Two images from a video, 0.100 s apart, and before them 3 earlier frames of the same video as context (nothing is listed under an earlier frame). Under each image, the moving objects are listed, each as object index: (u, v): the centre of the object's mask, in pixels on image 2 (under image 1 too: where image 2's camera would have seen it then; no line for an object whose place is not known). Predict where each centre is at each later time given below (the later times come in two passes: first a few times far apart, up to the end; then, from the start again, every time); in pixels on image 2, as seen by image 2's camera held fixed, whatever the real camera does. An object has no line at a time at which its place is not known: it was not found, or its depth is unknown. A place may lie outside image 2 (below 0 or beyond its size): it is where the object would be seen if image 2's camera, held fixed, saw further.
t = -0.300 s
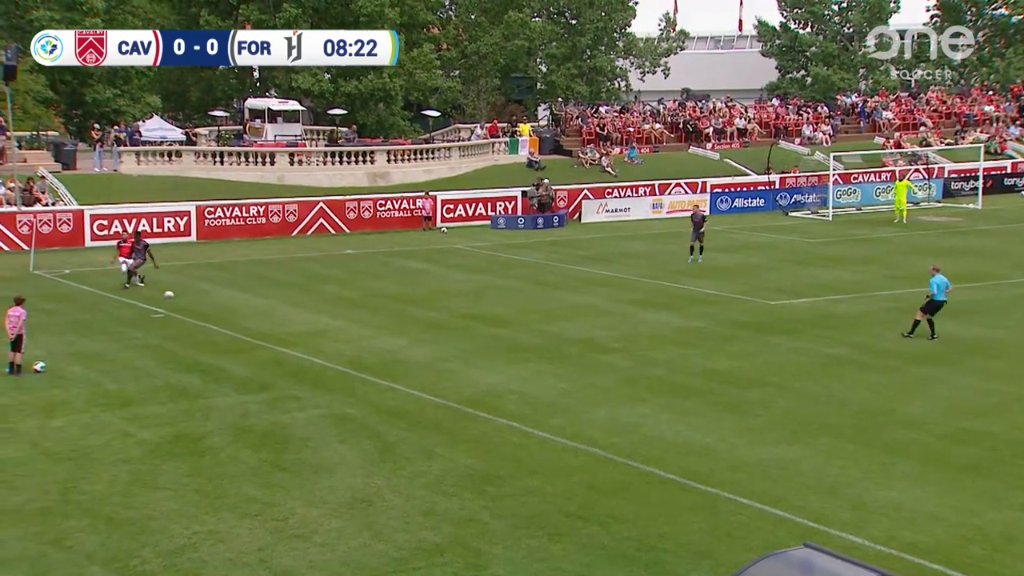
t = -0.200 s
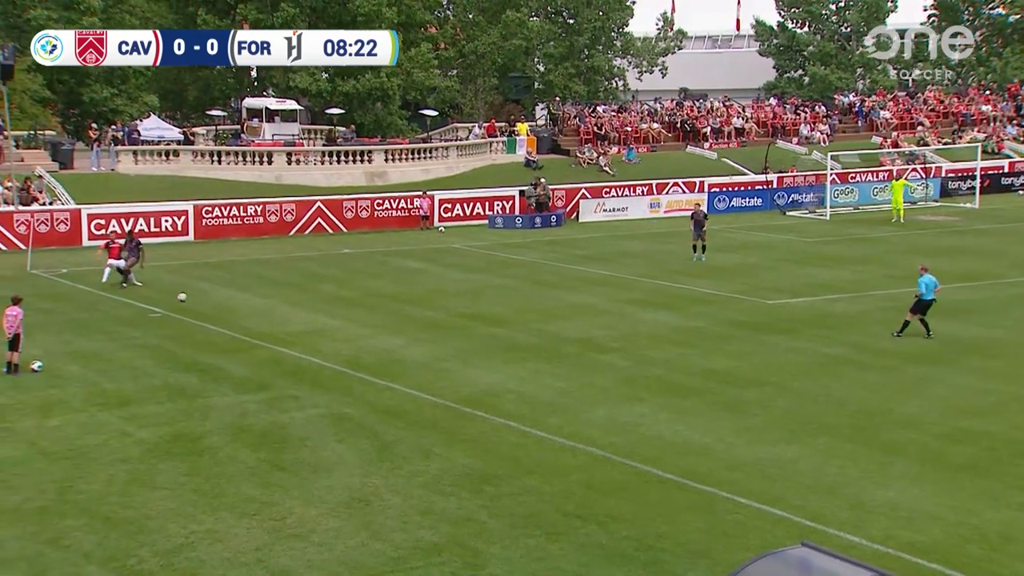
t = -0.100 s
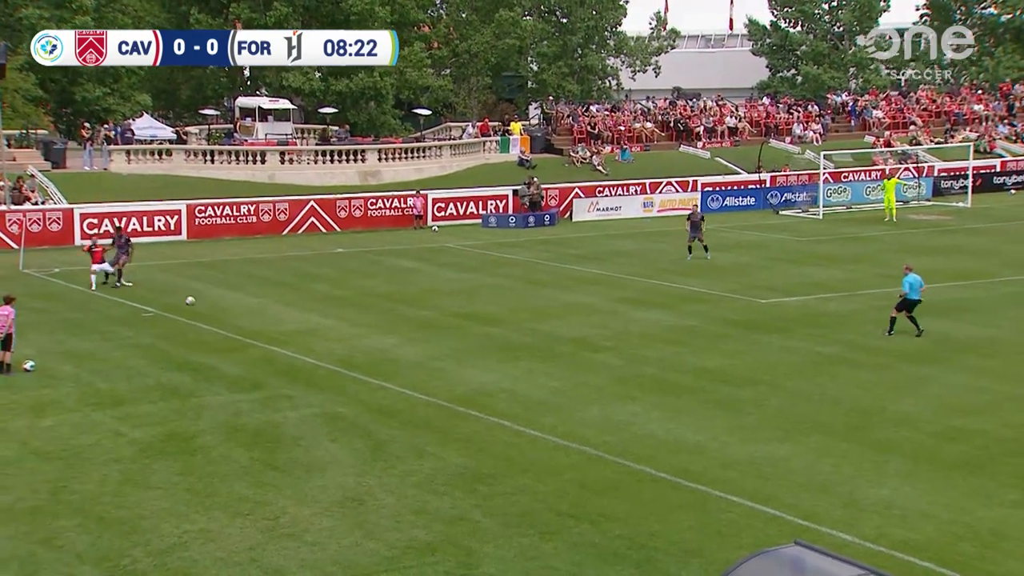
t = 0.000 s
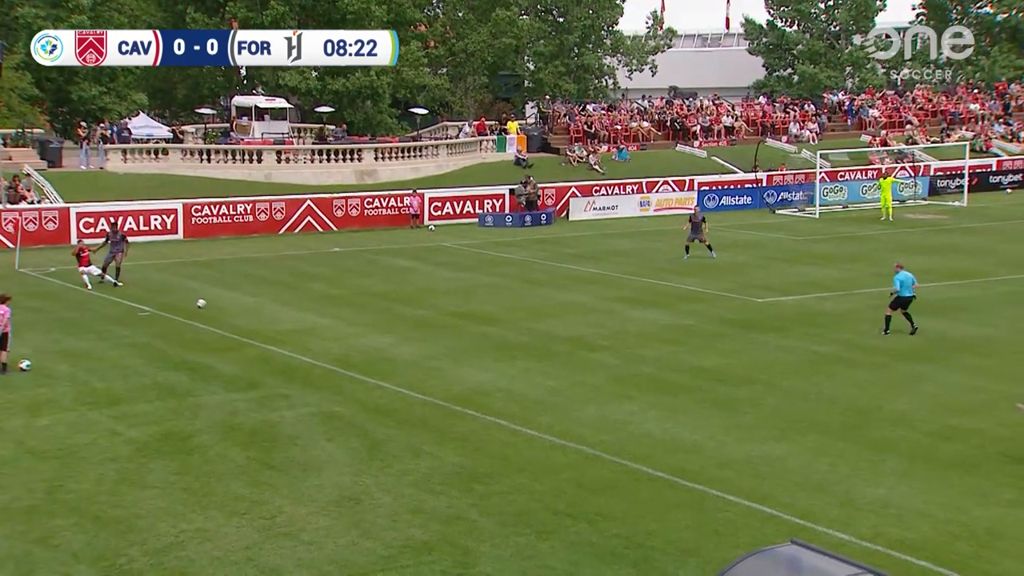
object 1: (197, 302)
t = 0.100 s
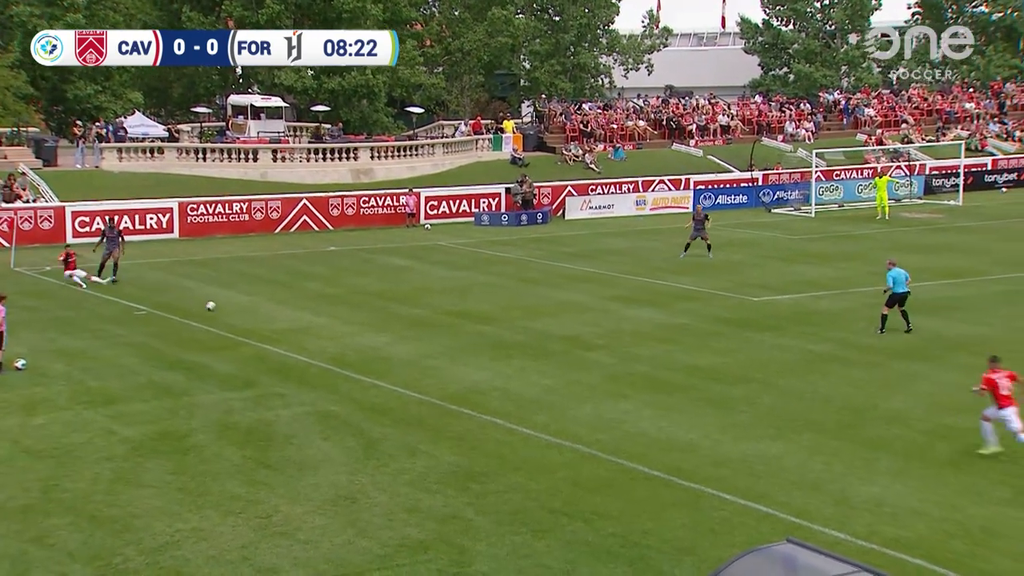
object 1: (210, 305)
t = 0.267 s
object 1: (232, 312)
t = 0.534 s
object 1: (268, 321)
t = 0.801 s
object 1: (302, 329)
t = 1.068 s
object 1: (335, 338)
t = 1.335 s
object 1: (370, 346)
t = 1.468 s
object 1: (386, 350)
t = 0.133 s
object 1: (215, 307)
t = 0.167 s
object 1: (219, 308)
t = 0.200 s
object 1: (223, 310)
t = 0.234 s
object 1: (228, 311)
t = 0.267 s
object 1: (232, 312)
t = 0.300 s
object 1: (236, 313)
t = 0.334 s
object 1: (241, 314)
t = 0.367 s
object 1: (245, 315)
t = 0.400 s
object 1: (249, 316)
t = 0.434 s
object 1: (254, 317)
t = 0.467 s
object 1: (259, 318)
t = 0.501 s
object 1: (263, 319)
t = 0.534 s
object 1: (268, 321)
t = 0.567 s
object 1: (272, 322)
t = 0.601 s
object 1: (277, 323)
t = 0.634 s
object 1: (281, 324)
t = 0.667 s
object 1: (285, 324)
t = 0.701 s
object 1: (289, 325)
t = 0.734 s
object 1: (293, 327)
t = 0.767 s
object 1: (298, 329)
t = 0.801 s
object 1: (302, 329)
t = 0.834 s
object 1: (306, 330)
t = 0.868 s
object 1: (310, 331)
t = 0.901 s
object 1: (314, 332)
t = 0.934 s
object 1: (318, 334)
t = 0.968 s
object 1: (323, 335)
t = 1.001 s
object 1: (326, 336)
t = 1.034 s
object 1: (330, 337)
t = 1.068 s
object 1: (335, 338)
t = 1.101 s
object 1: (339, 339)
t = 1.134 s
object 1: (344, 340)
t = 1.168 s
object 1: (348, 341)
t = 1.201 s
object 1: (352, 342)
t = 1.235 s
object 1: (356, 343)
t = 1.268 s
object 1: (361, 343)
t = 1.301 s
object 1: (365, 345)
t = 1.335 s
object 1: (370, 346)
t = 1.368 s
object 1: (374, 348)
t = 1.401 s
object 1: (379, 348)
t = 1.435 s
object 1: (383, 349)
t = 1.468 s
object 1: (386, 350)
